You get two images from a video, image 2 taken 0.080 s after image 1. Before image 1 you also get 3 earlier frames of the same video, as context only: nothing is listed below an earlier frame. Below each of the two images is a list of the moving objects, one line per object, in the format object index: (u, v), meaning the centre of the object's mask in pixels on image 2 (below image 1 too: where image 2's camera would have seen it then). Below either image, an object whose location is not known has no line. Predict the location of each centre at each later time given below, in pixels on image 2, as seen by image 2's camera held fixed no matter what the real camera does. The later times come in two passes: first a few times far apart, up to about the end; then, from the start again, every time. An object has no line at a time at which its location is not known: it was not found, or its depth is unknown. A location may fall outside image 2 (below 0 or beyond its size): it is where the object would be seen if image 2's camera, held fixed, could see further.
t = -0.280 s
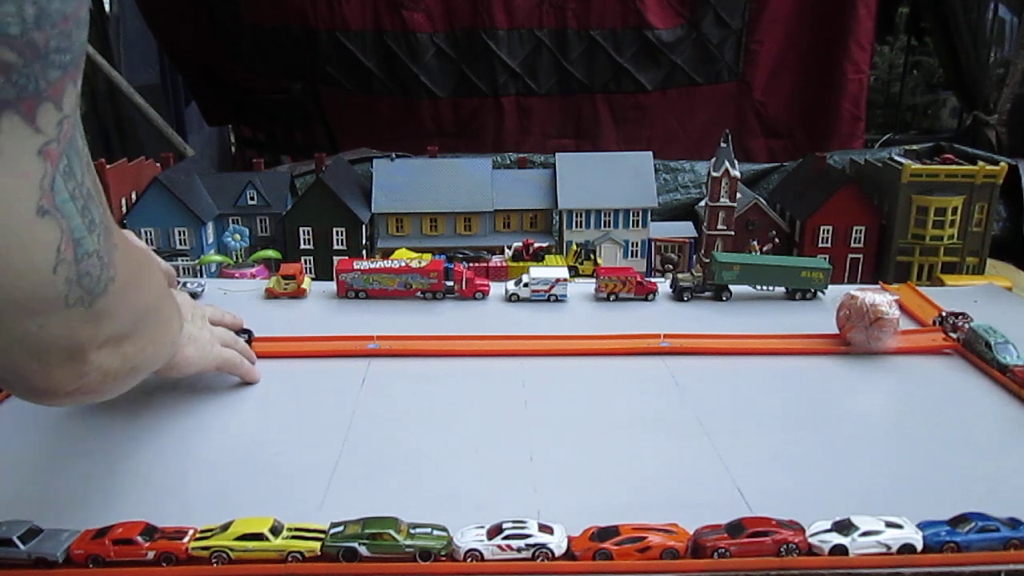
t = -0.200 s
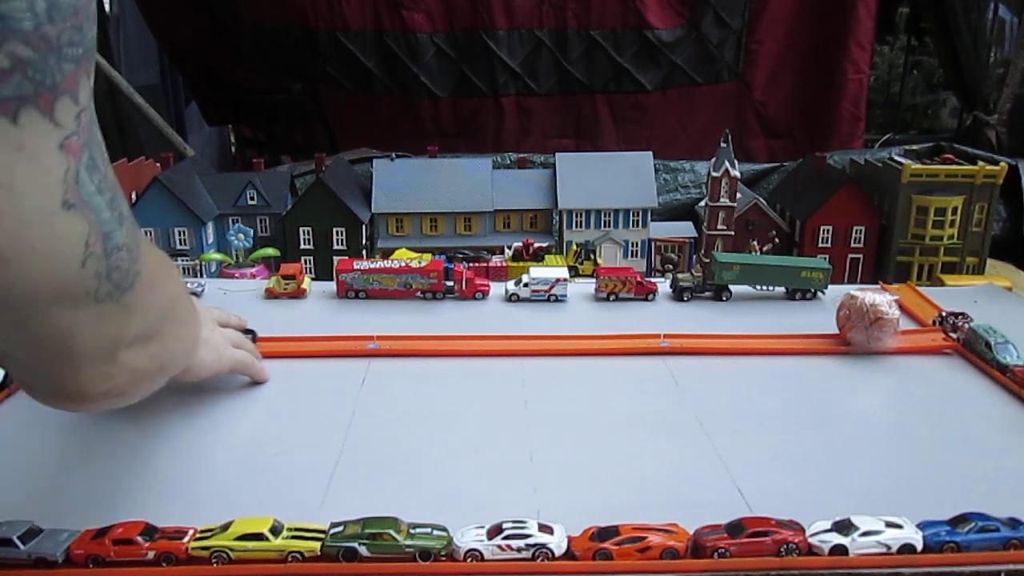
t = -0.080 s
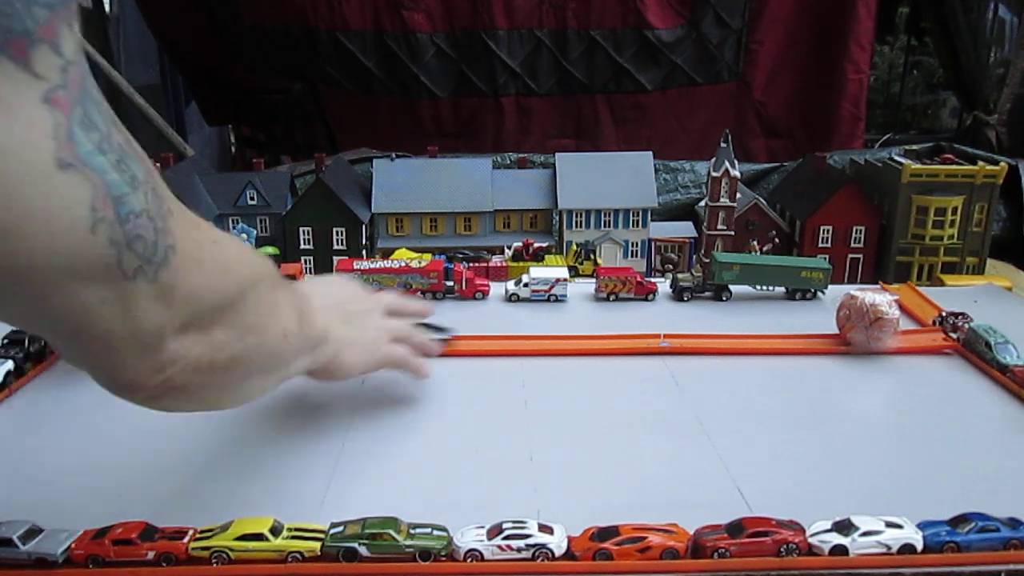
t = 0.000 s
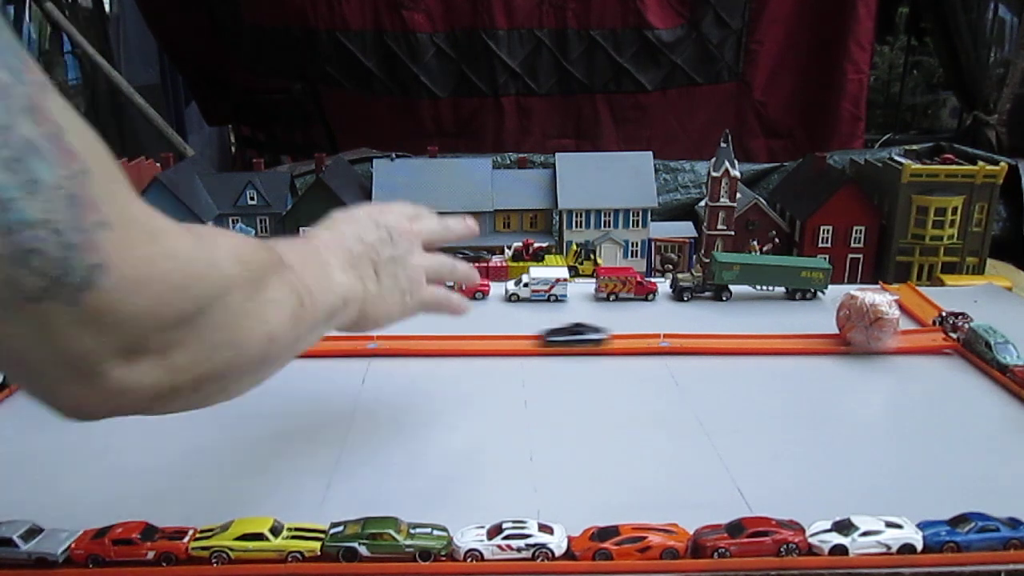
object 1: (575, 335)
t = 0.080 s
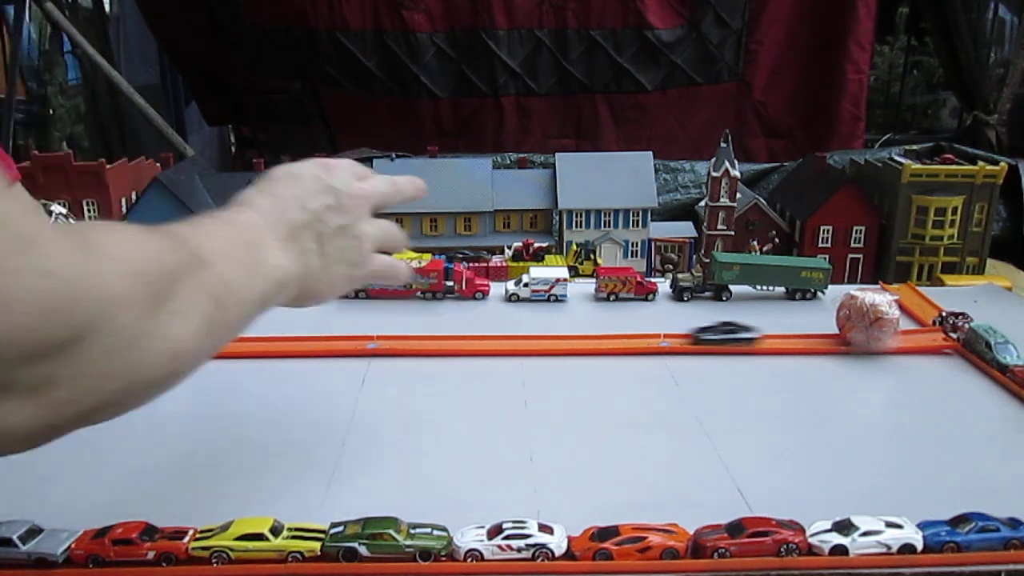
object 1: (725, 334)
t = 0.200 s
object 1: (764, 327)
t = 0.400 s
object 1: (636, 334)
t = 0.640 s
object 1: (513, 336)
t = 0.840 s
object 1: (427, 336)
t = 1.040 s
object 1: (357, 336)
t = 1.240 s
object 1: (307, 337)
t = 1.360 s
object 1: (284, 337)
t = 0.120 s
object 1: (799, 334)
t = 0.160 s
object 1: (791, 326)
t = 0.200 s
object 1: (764, 327)
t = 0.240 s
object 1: (735, 335)
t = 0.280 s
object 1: (710, 333)
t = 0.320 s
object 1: (683, 333)
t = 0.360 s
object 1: (659, 334)
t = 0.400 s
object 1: (636, 334)
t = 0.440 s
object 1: (614, 335)
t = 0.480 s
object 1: (593, 335)
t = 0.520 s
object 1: (572, 336)
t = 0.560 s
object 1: (552, 336)
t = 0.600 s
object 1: (532, 336)
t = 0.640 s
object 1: (513, 336)
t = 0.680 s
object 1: (495, 336)
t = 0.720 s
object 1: (477, 336)
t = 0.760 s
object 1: (459, 336)
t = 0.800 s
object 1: (442, 336)
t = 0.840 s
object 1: (427, 336)
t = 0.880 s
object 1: (411, 336)
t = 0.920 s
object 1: (397, 336)
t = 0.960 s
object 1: (383, 336)
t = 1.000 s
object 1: (370, 336)
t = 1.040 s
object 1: (357, 336)
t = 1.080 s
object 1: (346, 336)
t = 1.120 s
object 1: (335, 337)
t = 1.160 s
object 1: (325, 337)
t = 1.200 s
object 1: (316, 337)
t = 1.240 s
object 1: (307, 337)
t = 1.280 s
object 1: (299, 337)
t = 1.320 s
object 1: (291, 337)
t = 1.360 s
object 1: (284, 337)
